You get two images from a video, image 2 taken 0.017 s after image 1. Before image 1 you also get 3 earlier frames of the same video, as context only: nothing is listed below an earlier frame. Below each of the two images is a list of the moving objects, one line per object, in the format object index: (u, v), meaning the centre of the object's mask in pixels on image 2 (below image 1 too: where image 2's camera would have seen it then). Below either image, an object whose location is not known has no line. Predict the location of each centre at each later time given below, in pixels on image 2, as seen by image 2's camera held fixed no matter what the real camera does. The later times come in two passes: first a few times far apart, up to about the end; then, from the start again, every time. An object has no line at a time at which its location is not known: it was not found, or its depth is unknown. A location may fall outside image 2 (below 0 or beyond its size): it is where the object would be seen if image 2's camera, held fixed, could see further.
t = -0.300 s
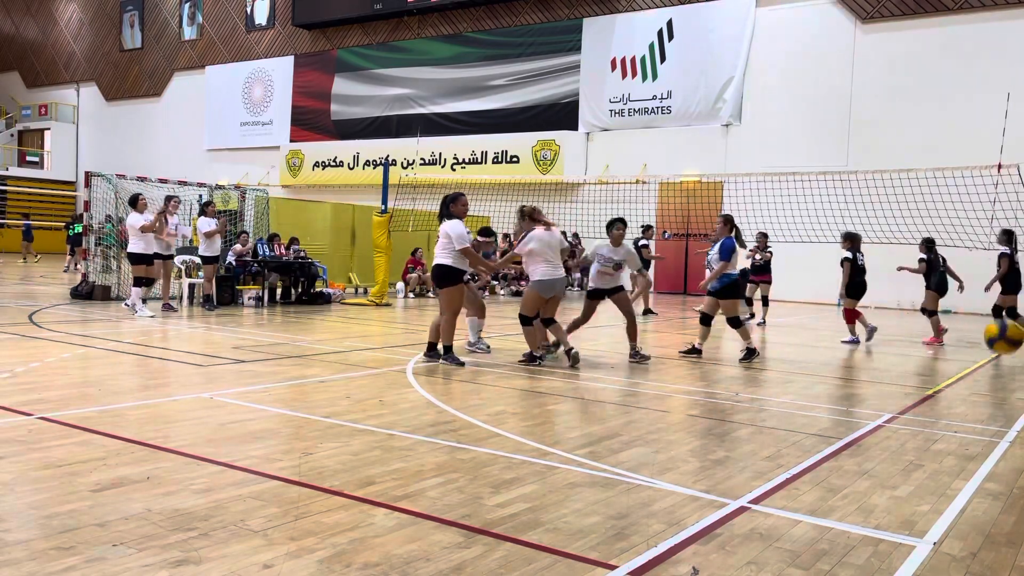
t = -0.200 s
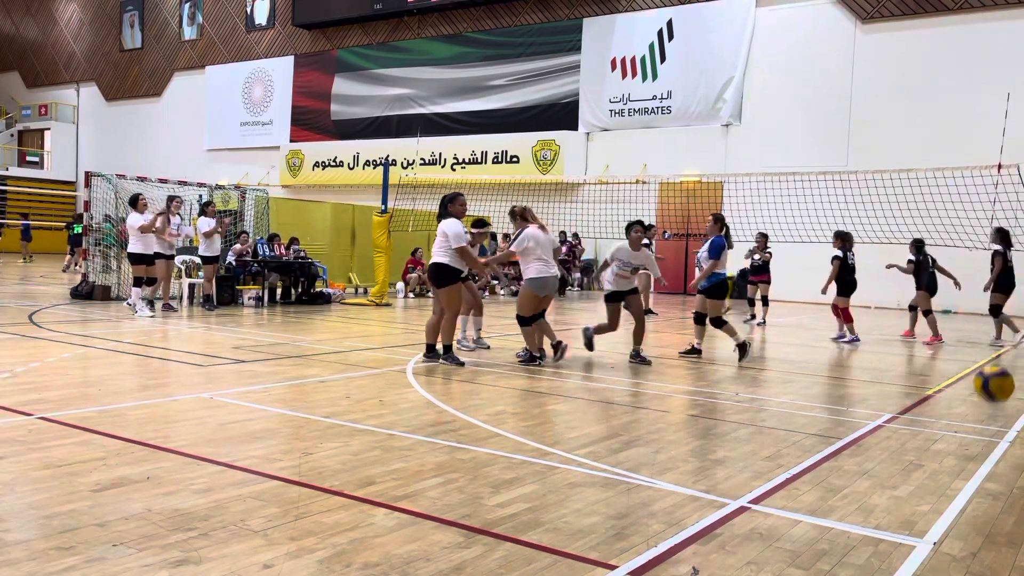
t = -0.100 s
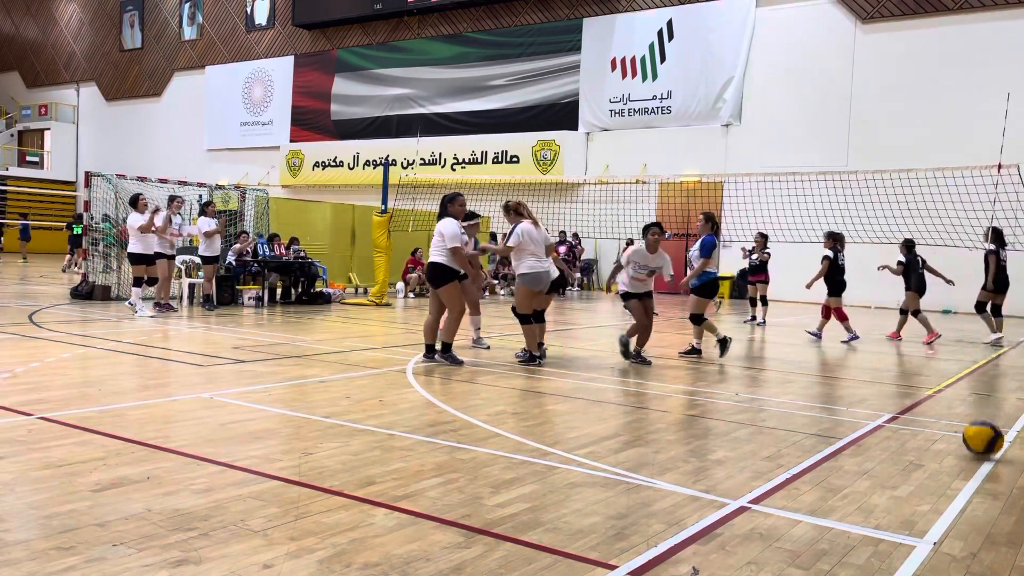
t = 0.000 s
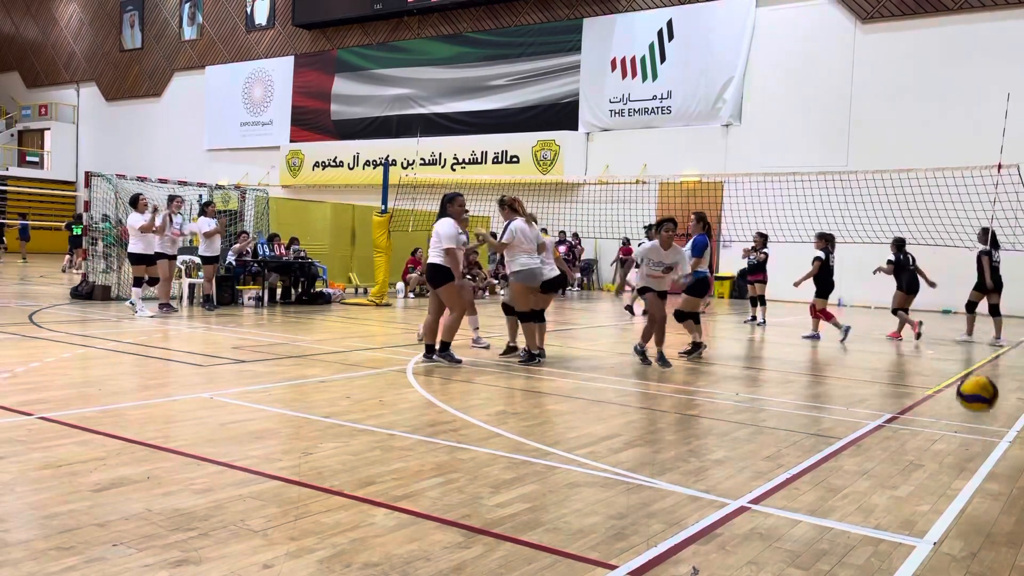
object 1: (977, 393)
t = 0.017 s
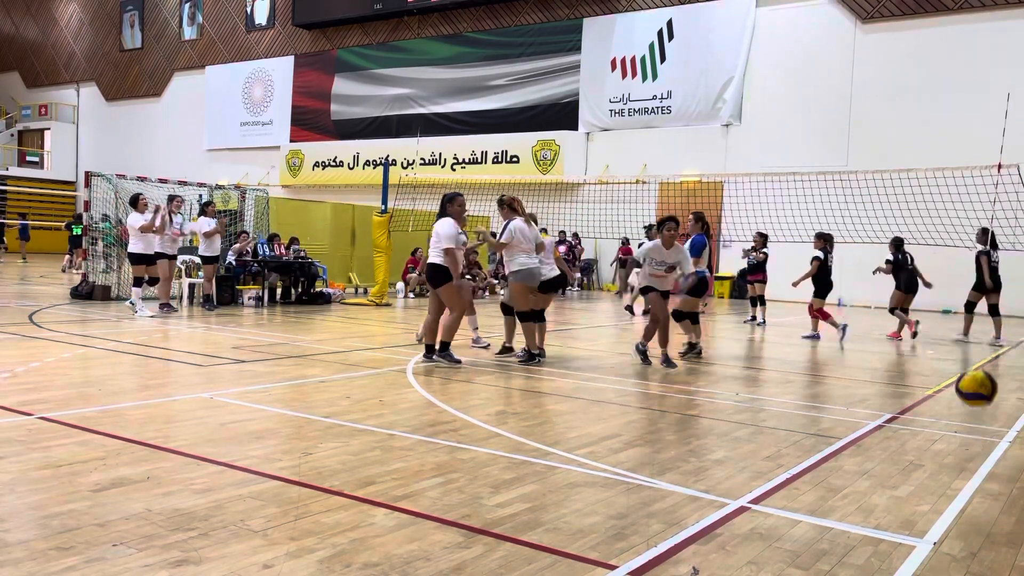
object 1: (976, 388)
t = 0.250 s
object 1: (958, 350)
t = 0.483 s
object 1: (932, 409)
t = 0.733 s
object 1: (906, 413)
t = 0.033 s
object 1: (975, 382)
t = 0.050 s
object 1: (974, 377)
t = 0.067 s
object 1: (973, 372)
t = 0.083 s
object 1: (972, 368)
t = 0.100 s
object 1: (970, 363)
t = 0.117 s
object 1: (969, 360)
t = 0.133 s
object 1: (967, 357)
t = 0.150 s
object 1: (967, 355)
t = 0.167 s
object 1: (965, 352)
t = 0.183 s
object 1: (964, 351)
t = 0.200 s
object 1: (962, 350)
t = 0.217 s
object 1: (961, 350)
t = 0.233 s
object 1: (959, 350)
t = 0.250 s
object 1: (958, 350)
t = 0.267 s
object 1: (956, 351)
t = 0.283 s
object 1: (954, 352)
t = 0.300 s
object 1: (953, 354)
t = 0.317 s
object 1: (951, 356)
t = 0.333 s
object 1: (949, 359)
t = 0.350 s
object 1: (947, 362)
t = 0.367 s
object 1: (946, 366)
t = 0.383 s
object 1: (944, 371)
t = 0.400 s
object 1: (942, 376)
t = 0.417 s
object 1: (940, 381)
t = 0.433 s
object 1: (938, 388)
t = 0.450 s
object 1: (936, 394)
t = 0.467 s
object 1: (934, 402)
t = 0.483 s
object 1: (932, 409)
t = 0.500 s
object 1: (929, 418)
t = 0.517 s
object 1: (927, 427)
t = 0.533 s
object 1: (925, 436)
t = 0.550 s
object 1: (923, 446)
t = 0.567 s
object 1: (920, 457)
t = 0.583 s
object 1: (918, 468)
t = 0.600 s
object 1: (917, 461)
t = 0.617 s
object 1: (915, 453)
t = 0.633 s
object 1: (914, 446)
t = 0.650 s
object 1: (912, 439)
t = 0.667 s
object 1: (911, 433)
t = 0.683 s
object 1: (910, 428)
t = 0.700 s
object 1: (908, 422)
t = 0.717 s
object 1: (907, 418)
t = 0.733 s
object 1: (906, 413)
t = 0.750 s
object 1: (904, 409)
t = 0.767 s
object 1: (902, 406)
